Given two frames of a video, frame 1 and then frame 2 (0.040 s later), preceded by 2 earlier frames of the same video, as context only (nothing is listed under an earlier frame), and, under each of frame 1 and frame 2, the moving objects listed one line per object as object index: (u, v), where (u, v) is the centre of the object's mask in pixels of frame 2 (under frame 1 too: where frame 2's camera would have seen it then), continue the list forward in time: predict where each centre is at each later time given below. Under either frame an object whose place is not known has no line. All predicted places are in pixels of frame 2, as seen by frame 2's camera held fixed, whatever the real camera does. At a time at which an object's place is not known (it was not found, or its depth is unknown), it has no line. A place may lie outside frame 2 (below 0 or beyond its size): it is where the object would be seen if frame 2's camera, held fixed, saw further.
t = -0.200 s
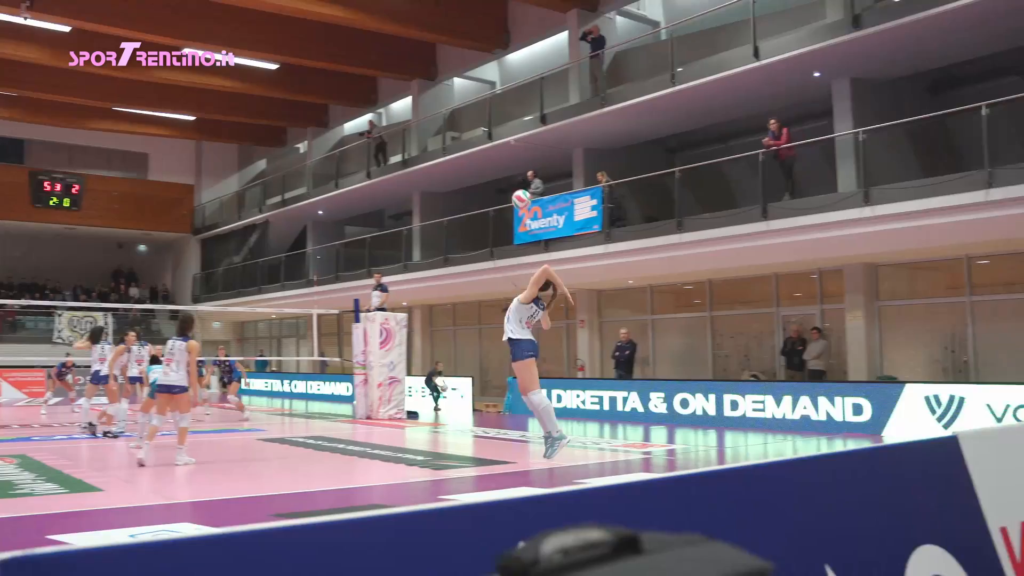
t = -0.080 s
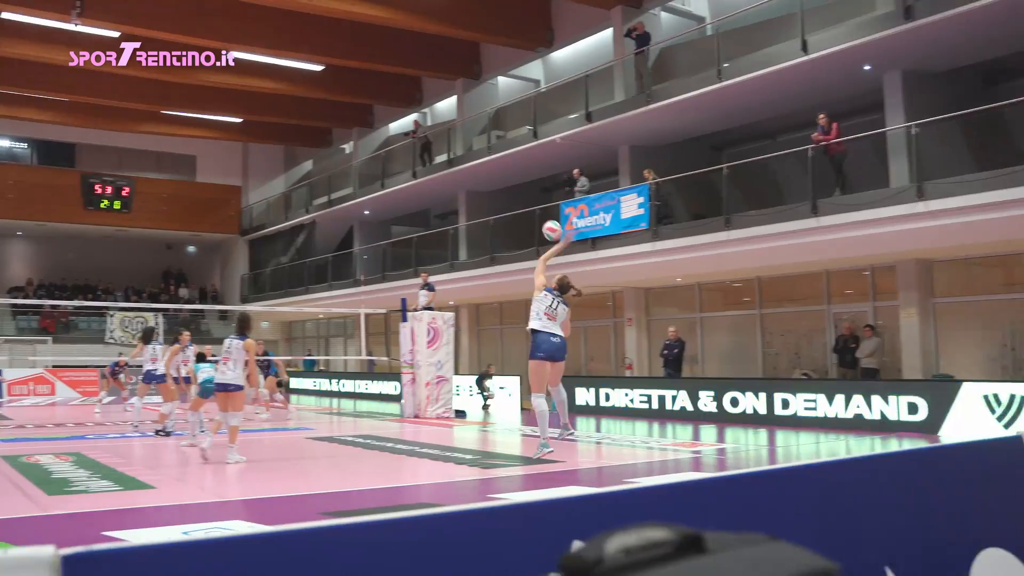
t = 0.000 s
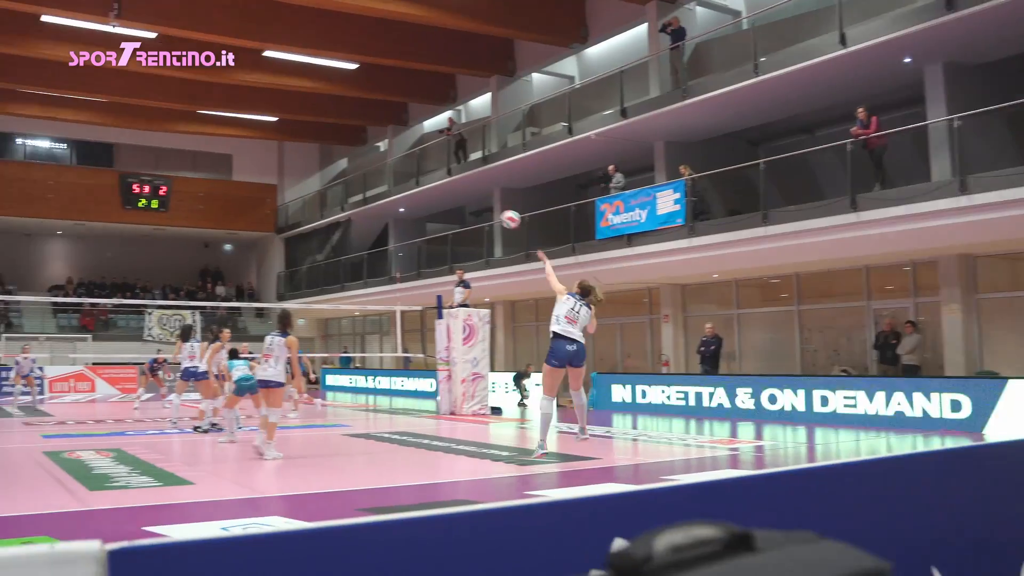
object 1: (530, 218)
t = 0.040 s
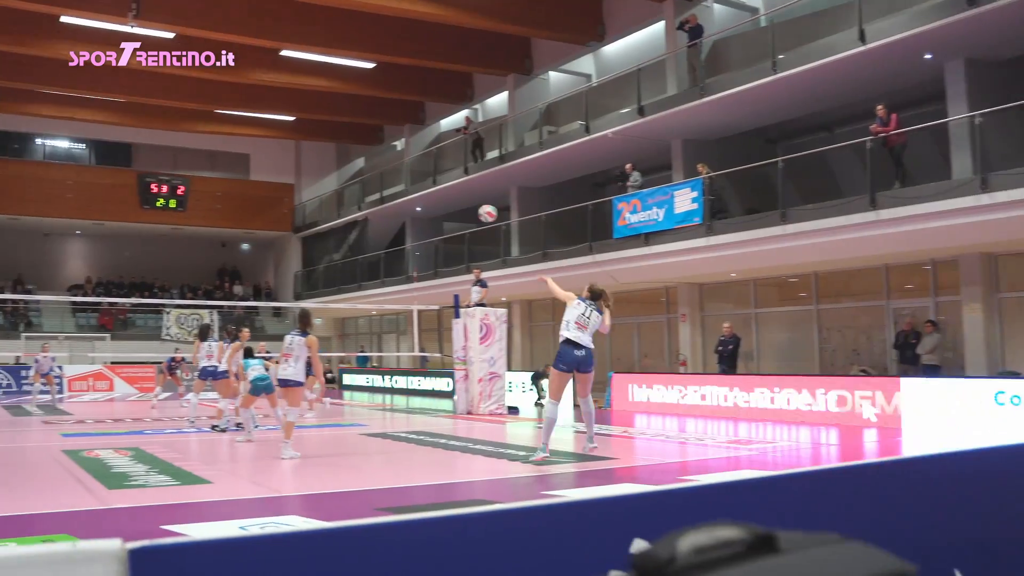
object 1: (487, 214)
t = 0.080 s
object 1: (451, 210)
